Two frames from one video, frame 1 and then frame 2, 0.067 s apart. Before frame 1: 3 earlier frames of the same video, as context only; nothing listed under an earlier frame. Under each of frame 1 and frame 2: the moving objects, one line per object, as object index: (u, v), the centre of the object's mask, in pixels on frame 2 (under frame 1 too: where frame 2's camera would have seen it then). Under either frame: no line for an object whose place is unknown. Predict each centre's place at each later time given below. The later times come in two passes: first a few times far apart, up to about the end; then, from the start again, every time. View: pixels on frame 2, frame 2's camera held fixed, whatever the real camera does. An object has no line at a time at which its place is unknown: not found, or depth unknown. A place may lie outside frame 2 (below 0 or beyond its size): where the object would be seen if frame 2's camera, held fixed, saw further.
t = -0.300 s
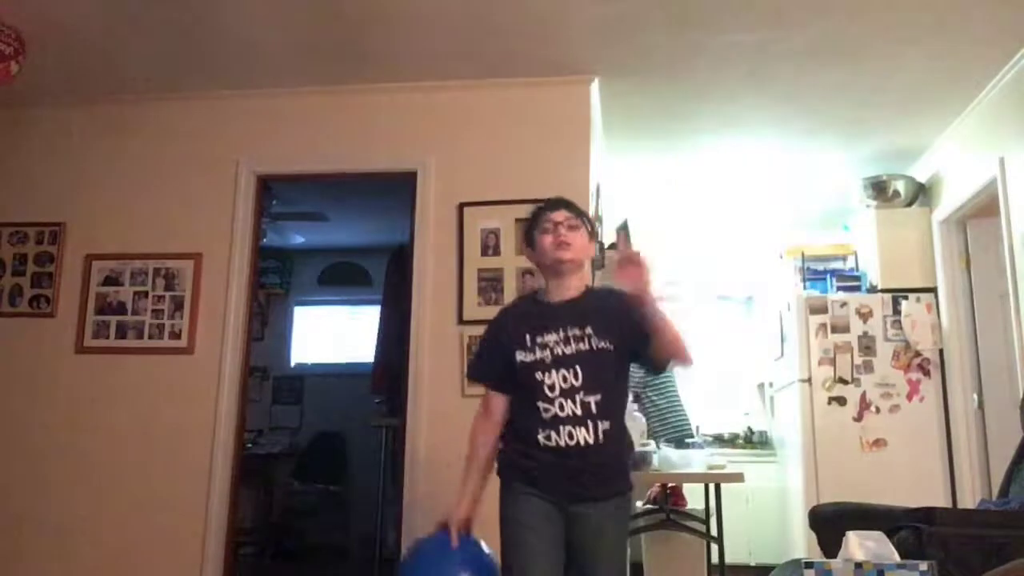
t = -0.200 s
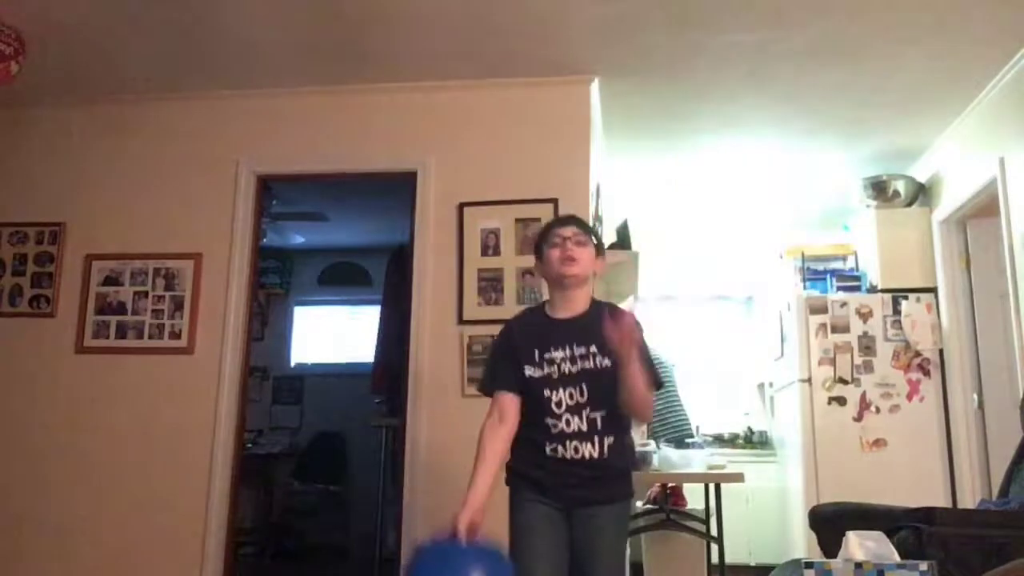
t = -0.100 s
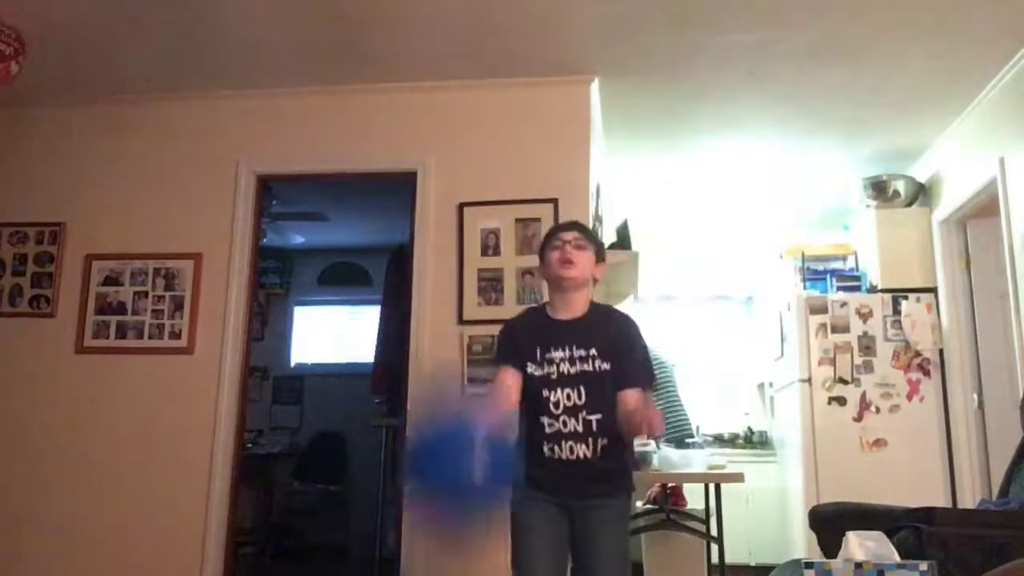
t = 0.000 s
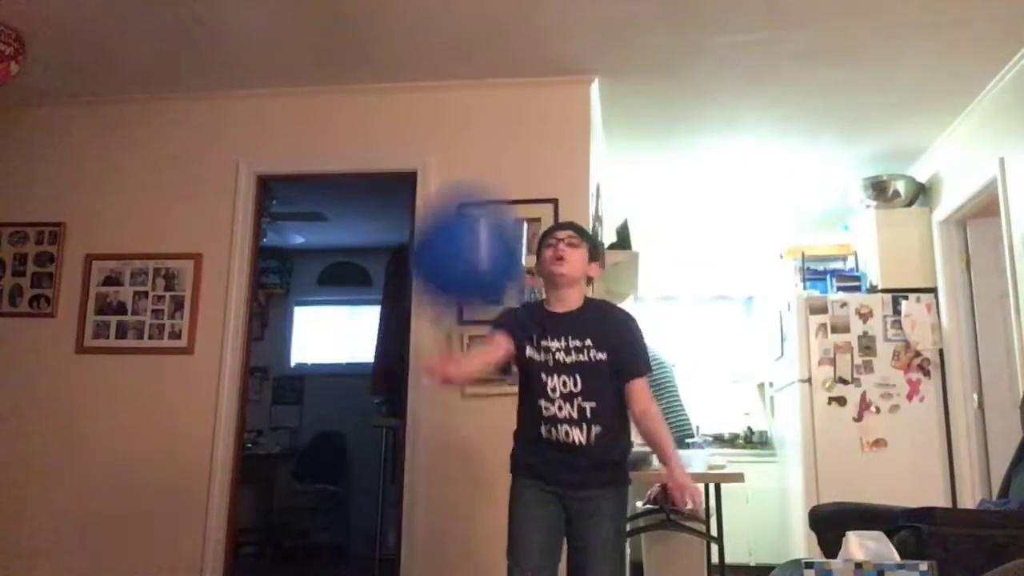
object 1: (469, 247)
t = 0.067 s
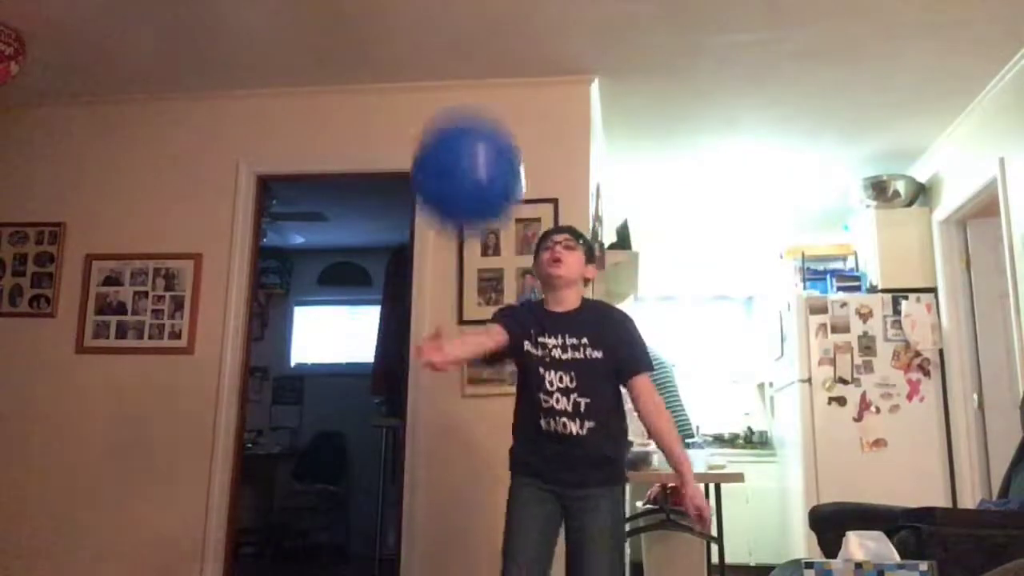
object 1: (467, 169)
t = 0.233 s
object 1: (457, 76)
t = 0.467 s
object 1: (448, 37)
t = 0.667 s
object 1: (439, 41)
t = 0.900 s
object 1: (431, 72)
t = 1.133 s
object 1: (425, 134)
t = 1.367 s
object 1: (418, 222)
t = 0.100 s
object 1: (466, 144)
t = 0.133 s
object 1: (463, 122)
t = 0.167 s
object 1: (460, 104)
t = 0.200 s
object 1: (458, 90)
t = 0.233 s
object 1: (457, 76)
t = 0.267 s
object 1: (456, 64)
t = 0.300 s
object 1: (455, 54)
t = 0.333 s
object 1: (453, 48)
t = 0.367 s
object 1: (452, 44)
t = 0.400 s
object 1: (451, 41)
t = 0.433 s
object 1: (449, 39)
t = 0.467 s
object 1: (448, 37)
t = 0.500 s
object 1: (447, 36)
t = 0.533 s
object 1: (445, 36)
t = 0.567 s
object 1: (444, 36)
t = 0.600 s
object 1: (442, 37)
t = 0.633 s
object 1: (441, 38)
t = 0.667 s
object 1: (439, 41)
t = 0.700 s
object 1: (437, 42)
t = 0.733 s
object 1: (436, 45)
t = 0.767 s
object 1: (435, 49)
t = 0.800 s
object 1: (434, 54)
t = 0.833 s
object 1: (433, 60)
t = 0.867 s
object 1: (432, 66)
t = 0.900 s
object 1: (431, 72)
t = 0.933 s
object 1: (431, 79)
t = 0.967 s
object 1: (430, 86)
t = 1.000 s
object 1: (429, 94)
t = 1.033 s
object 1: (428, 103)
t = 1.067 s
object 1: (427, 112)
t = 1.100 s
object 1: (426, 123)
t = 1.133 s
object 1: (425, 134)
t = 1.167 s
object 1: (424, 144)
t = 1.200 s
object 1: (424, 155)
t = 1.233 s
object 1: (423, 167)
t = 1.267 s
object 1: (422, 180)
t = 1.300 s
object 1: (421, 194)
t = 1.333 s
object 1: (419, 208)
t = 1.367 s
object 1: (418, 222)
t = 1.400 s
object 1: (418, 237)
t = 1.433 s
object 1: (418, 251)
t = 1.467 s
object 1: (418, 265)
